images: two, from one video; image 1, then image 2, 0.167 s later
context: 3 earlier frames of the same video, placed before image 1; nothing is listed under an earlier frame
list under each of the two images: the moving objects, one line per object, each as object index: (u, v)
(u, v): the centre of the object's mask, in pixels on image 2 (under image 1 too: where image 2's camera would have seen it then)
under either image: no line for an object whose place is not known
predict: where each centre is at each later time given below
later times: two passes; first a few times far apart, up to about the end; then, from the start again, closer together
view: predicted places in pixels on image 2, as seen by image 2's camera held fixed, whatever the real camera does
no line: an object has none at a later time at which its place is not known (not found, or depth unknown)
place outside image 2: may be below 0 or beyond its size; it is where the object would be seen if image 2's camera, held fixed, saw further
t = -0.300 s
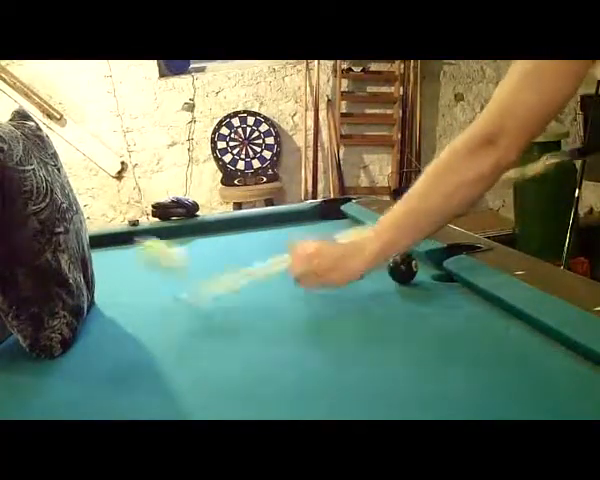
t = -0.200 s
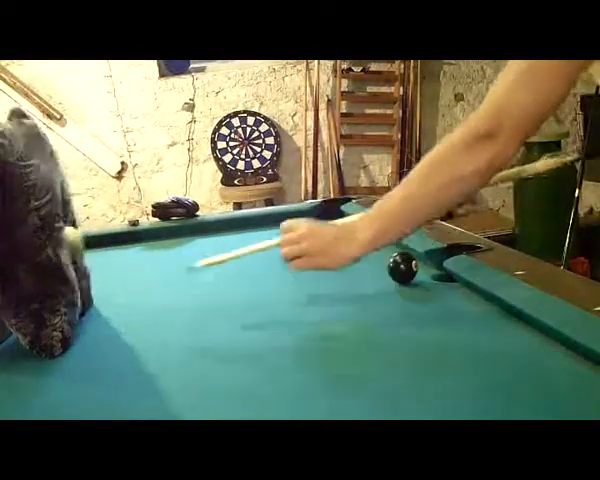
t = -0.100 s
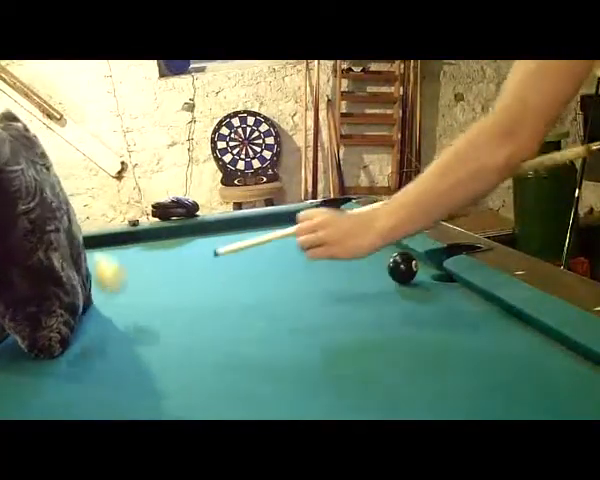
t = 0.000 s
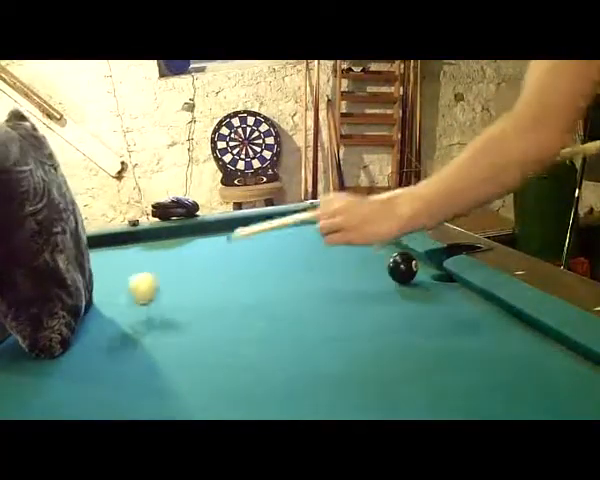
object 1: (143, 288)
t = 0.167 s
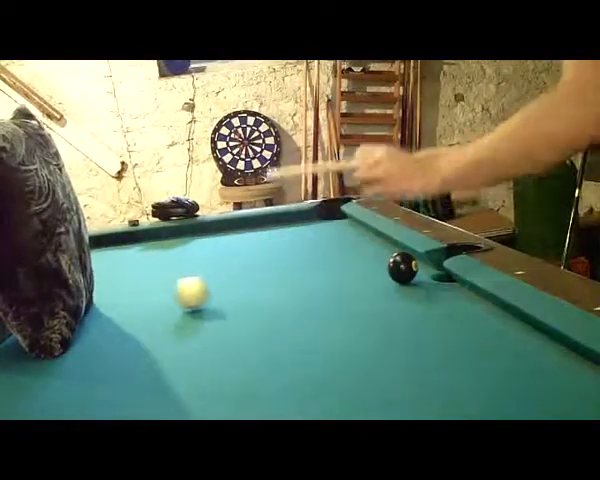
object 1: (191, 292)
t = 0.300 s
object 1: (229, 288)
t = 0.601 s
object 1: (309, 278)
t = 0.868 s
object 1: (371, 270)
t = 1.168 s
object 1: (385, 269)
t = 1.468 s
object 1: (394, 267)
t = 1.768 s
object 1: (396, 267)
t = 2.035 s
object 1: (395, 267)
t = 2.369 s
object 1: (396, 267)
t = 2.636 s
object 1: (396, 267)
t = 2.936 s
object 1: (396, 267)
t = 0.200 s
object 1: (201, 291)
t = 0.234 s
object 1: (211, 290)
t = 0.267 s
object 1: (219, 289)
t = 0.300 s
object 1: (229, 288)
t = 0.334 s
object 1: (238, 287)
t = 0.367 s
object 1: (247, 285)
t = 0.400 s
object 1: (256, 284)
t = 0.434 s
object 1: (265, 283)
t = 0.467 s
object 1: (274, 282)
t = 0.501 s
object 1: (283, 281)
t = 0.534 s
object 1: (292, 281)
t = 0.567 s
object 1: (300, 279)
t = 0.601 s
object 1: (309, 278)
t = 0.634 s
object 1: (316, 277)
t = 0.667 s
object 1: (325, 276)
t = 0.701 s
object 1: (333, 275)
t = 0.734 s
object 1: (341, 273)
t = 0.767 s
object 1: (349, 273)
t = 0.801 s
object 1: (357, 272)
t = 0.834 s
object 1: (364, 271)
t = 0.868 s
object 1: (371, 270)
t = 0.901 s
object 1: (372, 270)
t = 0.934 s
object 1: (375, 270)
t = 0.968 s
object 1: (377, 270)
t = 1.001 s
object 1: (378, 270)
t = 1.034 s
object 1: (379, 269)
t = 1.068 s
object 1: (381, 269)
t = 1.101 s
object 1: (382, 269)
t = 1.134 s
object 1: (384, 269)
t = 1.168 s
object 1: (385, 269)
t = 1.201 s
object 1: (386, 268)
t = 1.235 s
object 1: (387, 268)
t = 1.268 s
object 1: (388, 268)
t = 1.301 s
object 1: (389, 268)
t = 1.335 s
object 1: (390, 268)
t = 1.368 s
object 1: (391, 267)
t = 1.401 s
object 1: (391, 268)
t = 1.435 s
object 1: (393, 267)
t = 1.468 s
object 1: (394, 267)
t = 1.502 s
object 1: (394, 267)
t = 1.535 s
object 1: (394, 267)
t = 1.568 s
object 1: (395, 267)
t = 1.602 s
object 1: (395, 267)
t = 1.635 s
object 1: (395, 267)
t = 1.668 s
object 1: (396, 267)
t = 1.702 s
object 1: (396, 267)
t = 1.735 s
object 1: (396, 267)
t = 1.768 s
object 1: (396, 267)
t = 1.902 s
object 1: (395, 267)
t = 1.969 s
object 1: (395, 267)
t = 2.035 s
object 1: (395, 267)
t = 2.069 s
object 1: (395, 267)
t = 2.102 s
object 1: (395, 267)
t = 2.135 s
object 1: (395, 267)
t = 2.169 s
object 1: (395, 267)
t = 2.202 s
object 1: (395, 267)
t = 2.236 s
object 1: (395, 267)
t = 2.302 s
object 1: (396, 267)
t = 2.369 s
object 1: (396, 267)
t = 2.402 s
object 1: (396, 267)
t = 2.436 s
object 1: (395, 267)
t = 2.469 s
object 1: (395, 267)
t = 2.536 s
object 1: (395, 267)
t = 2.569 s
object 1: (396, 267)
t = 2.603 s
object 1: (396, 267)
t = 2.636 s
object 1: (396, 267)
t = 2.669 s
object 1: (396, 267)
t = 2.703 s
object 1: (396, 267)
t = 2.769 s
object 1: (396, 267)
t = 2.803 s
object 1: (395, 267)
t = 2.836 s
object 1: (395, 267)
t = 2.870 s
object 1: (395, 267)
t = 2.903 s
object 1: (395, 267)
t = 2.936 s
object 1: (396, 267)
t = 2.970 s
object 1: (394, 268)
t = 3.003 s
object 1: (394, 268)
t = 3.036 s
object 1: (394, 267)
